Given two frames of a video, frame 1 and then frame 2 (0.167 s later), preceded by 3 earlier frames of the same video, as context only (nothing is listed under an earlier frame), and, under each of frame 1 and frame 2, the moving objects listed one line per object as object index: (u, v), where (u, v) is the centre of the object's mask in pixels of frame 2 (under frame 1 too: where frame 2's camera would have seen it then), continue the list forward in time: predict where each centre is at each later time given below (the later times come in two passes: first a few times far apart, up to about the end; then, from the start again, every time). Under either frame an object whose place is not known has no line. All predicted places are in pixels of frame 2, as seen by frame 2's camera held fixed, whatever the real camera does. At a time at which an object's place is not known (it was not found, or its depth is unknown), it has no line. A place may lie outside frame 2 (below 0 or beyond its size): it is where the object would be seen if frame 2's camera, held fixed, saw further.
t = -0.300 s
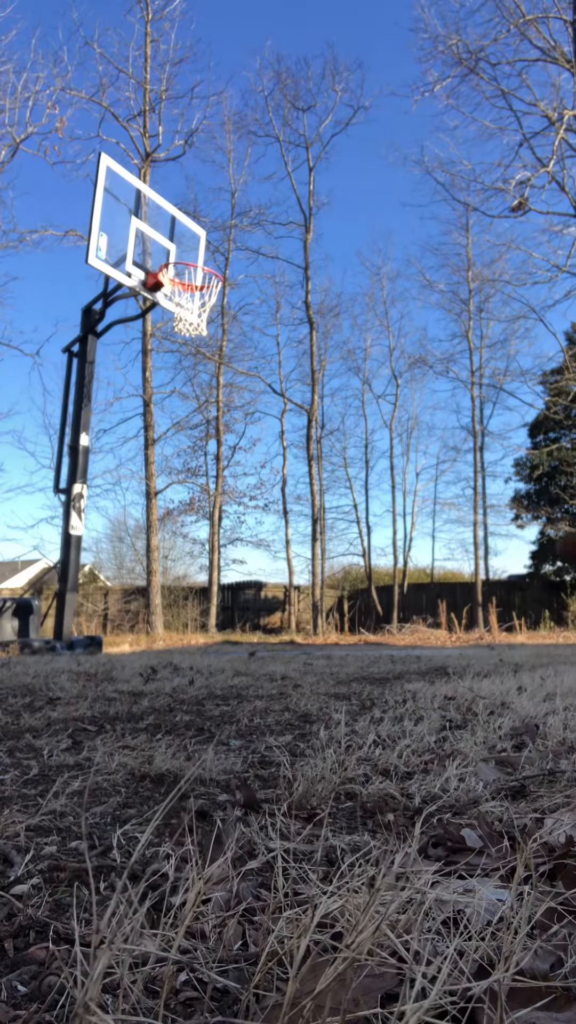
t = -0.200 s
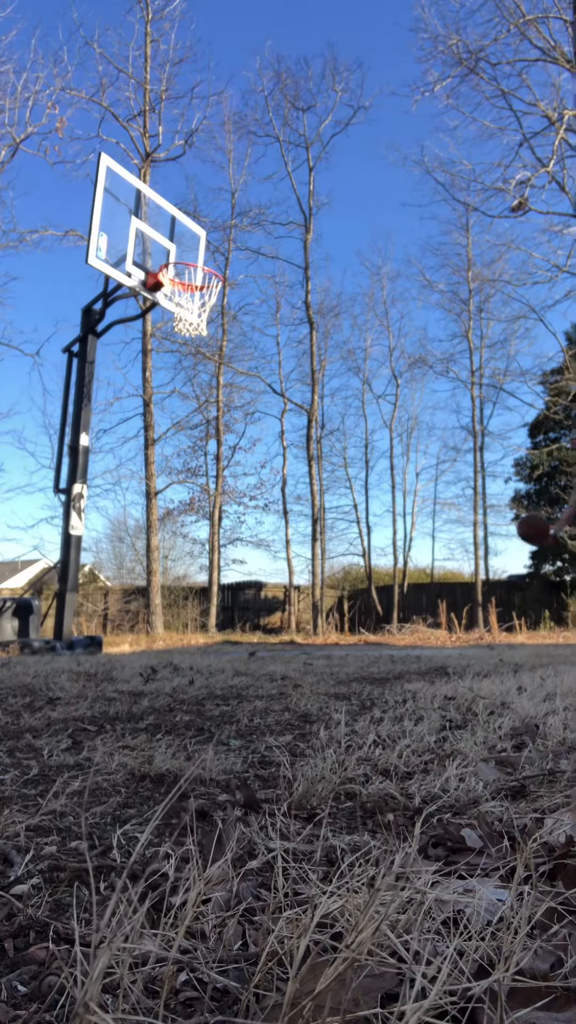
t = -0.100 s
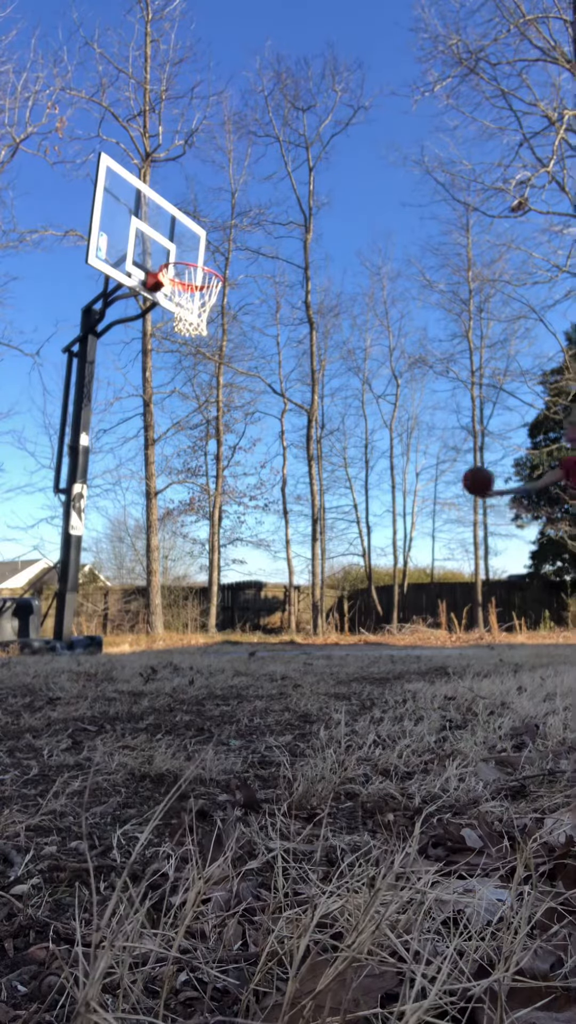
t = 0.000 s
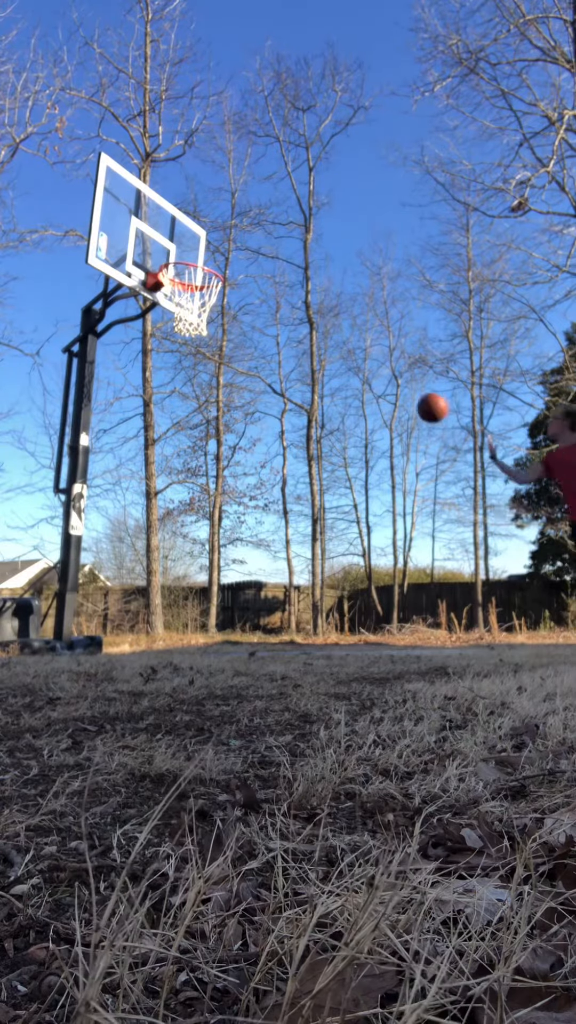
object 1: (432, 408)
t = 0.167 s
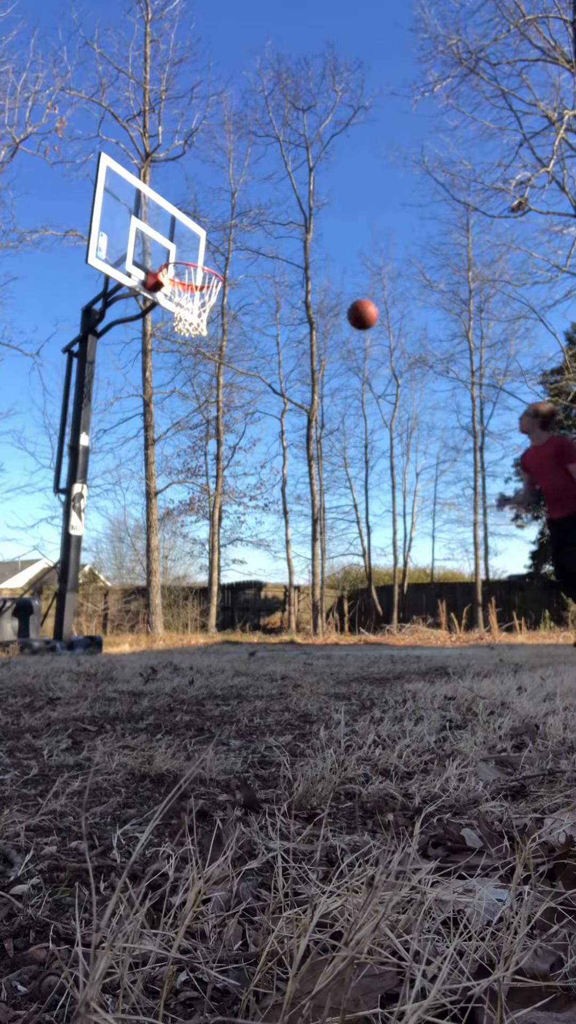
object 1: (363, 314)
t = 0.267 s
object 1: (322, 276)
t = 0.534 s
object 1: (217, 237)
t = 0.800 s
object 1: (216, 251)
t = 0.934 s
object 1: (234, 263)
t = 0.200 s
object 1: (349, 300)
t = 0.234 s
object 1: (336, 288)
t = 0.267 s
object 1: (322, 276)
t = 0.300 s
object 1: (309, 267)
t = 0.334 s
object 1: (296, 258)
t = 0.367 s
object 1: (282, 251)
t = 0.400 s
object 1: (269, 246)
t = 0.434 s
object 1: (256, 242)
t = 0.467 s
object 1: (243, 239)
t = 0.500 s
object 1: (230, 237)
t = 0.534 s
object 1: (217, 237)
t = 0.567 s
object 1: (204, 239)
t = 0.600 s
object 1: (191, 242)
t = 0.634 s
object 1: (192, 240)
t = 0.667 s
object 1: (197, 240)
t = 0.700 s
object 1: (201, 241)
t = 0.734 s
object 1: (206, 243)
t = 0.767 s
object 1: (211, 246)
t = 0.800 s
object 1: (216, 251)
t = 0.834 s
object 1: (220, 256)
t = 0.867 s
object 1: (225, 264)
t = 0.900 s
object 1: (229, 264)
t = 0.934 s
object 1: (234, 263)
